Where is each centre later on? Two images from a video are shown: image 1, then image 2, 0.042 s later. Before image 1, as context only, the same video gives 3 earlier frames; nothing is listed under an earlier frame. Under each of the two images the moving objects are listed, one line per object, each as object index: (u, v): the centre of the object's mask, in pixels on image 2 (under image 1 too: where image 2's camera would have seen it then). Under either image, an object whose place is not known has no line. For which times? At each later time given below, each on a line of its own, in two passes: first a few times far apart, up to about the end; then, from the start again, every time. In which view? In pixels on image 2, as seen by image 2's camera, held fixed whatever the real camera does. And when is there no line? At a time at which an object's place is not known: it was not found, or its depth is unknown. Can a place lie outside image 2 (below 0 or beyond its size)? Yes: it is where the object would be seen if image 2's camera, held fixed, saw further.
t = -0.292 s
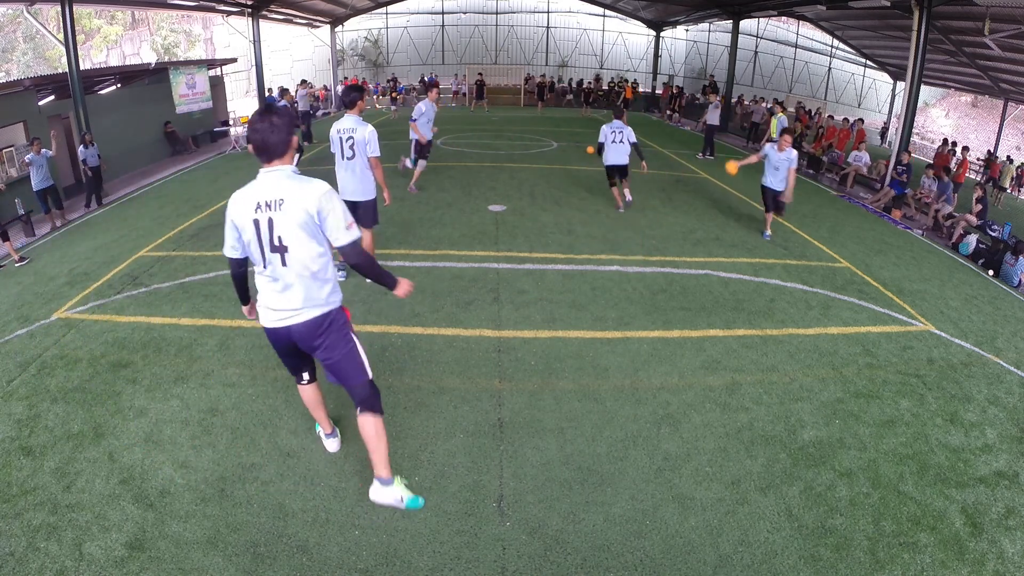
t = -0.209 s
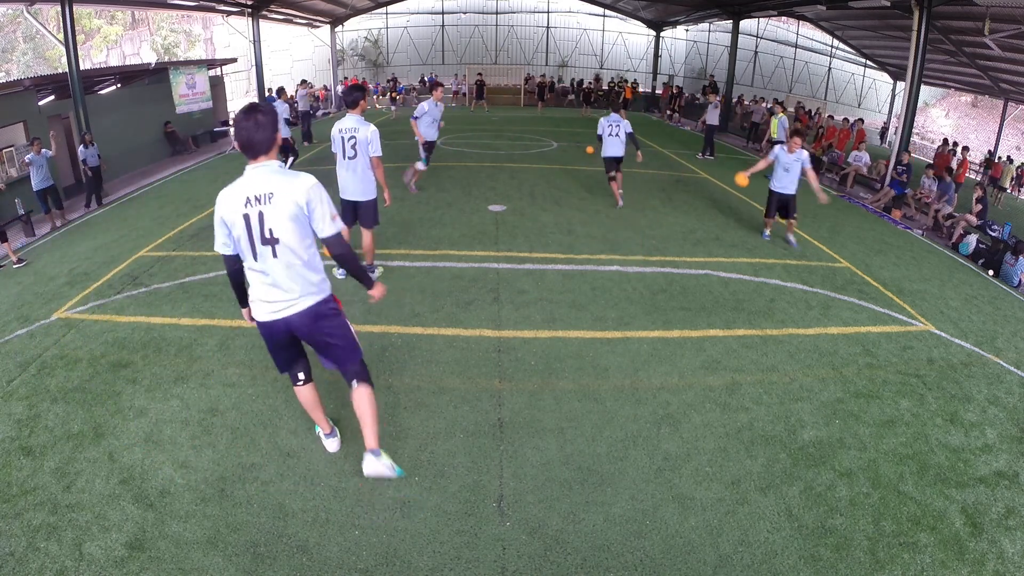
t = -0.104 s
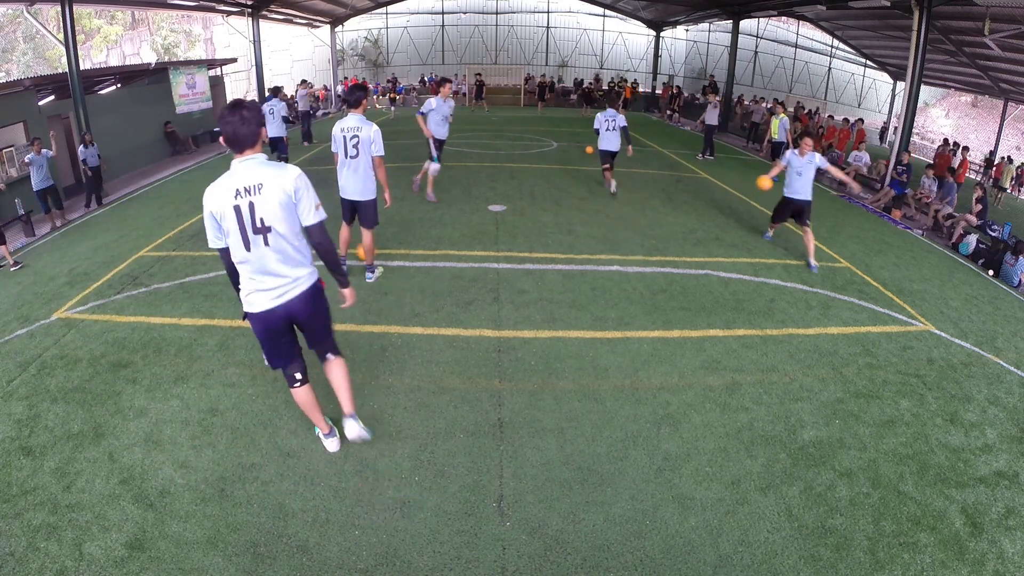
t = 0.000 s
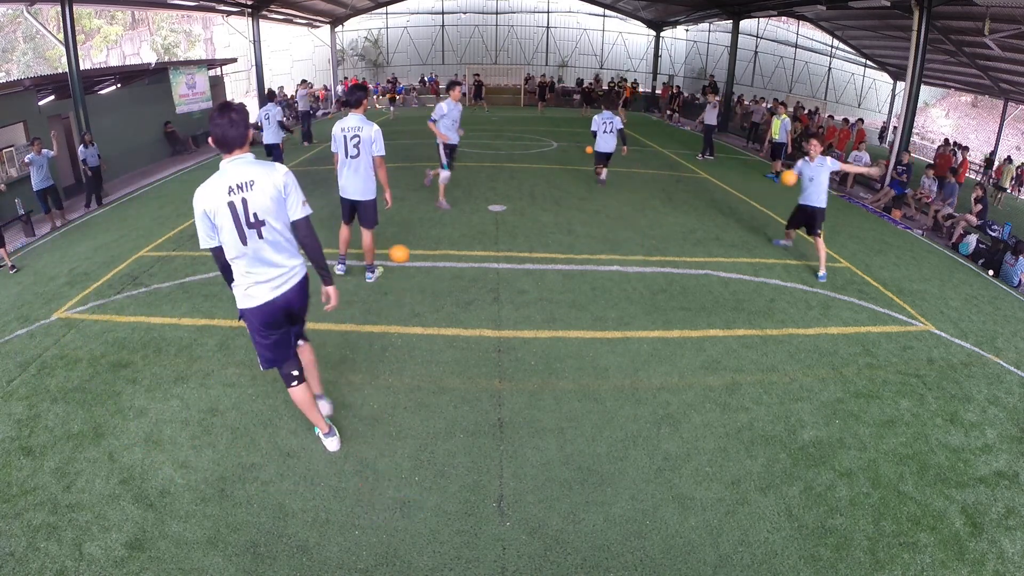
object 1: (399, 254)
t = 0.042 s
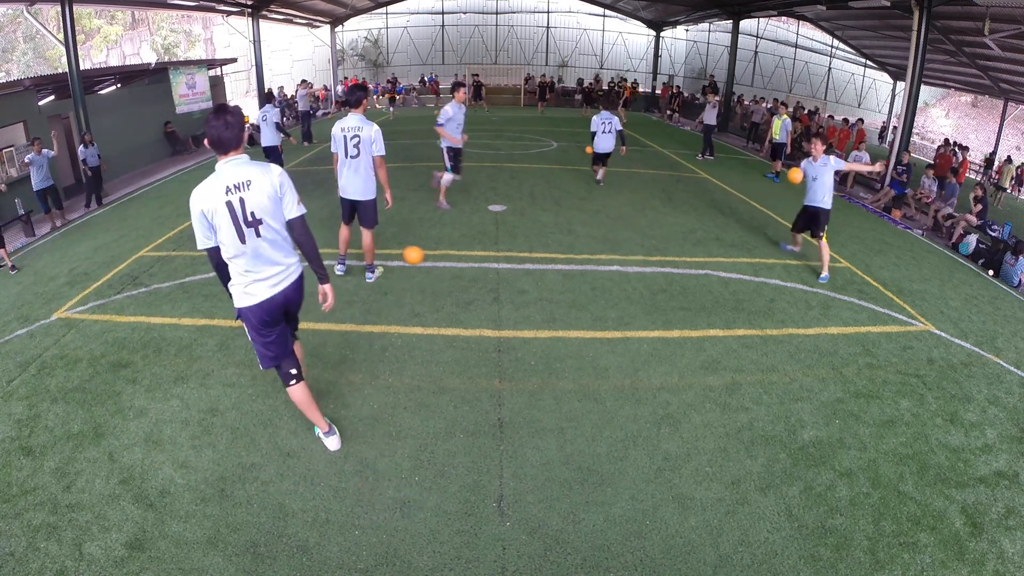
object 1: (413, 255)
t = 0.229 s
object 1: (476, 260)
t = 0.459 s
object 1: (553, 268)
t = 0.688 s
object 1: (627, 274)
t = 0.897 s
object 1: (689, 280)
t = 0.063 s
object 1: (420, 256)
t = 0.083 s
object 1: (427, 256)
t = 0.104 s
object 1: (434, 256)
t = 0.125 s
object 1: (441, 257)
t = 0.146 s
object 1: (448, 258)
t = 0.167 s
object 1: (455, 258)
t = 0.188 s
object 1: (462, 259)
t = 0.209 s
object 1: (469, 259)
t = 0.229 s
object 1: (476, 260)
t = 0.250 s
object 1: (483, 261)
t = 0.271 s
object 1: (490, 262)
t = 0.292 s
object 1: (497, 262)
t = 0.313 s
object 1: (504, 263)
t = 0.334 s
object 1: (511, 264)
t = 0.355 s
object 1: (518, 265)
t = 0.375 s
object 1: (525, 265)
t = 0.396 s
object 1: (533, 266)
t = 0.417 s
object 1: (539, 266)
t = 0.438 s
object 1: (546, 267)
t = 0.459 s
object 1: (553, 268)
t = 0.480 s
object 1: (560, 268)
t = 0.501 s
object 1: (567, 269)
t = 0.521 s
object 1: (574, 270)
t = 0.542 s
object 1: (581, 271)
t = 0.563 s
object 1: (587, 271)
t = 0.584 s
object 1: (594, 271)
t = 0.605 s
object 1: (601, 272)
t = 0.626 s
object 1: (607, 273)
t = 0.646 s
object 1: (614, 274)
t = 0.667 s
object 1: (621, 274)
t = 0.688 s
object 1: (627, 274)
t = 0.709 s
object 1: (634, 275)
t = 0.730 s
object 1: (640, 276)
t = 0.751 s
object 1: (647, 277)
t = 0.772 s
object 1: (653, 277)
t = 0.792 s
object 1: (659, 276)
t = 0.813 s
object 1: (665, 277)
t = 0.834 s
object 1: (671, 278)
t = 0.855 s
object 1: (677, 279)
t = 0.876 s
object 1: (683, 280)
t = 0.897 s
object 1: (689, 280)
